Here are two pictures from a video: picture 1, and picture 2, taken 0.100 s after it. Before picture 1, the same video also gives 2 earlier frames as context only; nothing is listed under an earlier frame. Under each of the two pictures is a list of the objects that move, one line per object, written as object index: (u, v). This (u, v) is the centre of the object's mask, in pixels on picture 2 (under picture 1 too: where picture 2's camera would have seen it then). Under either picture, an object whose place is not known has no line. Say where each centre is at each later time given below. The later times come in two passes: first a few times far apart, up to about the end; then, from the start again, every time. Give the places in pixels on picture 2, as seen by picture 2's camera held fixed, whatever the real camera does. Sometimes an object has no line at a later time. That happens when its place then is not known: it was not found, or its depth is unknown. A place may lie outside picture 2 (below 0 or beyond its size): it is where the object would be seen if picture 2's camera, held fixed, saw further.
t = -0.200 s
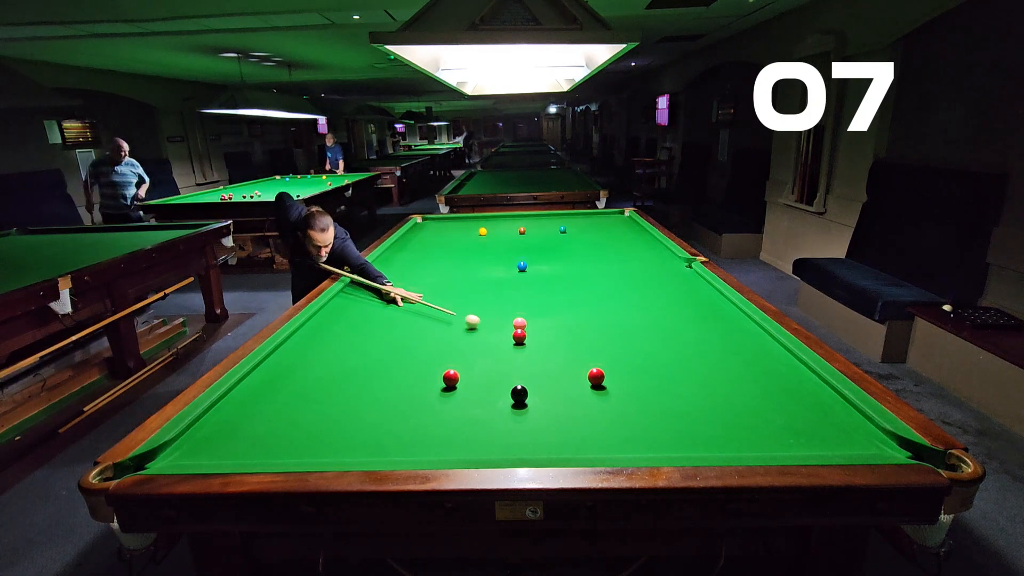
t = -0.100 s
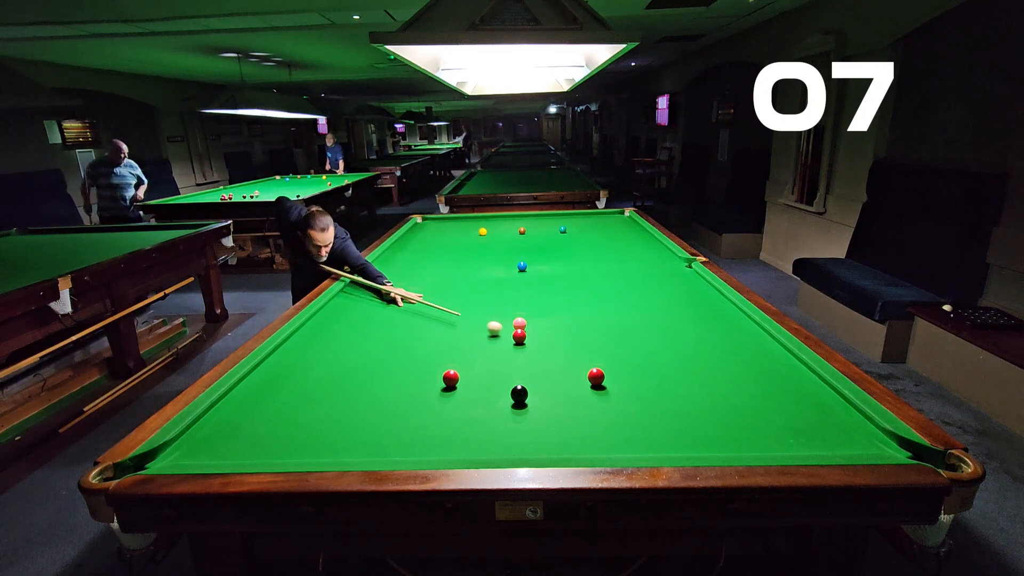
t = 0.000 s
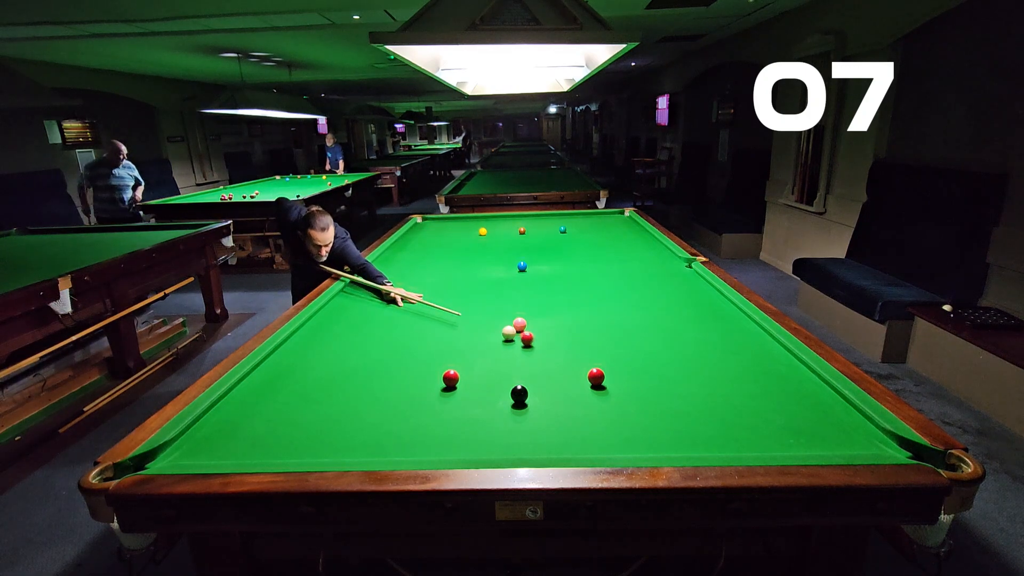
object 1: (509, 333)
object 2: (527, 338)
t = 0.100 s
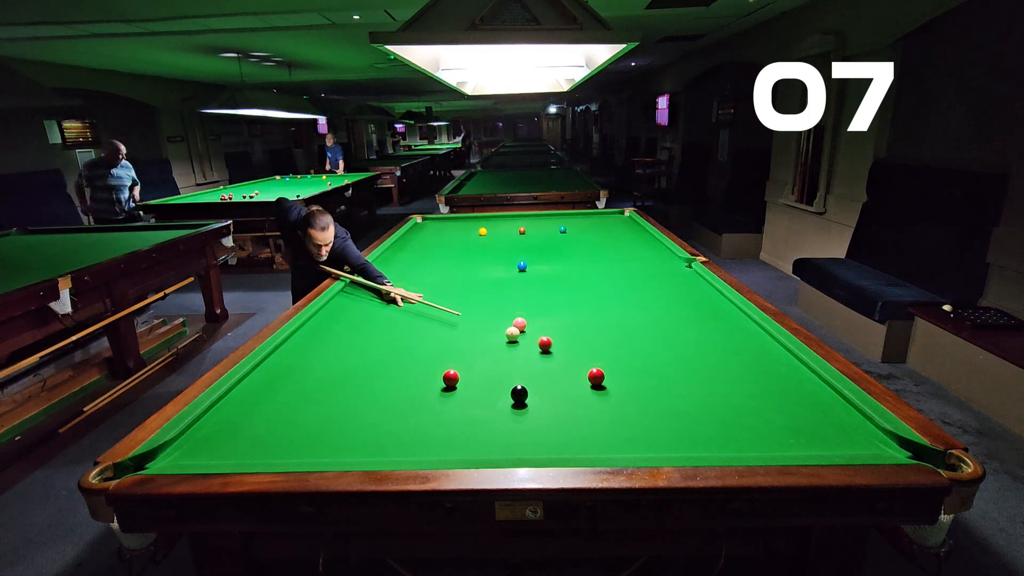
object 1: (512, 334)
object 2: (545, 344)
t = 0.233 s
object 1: (519, 336)
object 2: (567, 351)
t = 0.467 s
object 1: (530, 340)
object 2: (609, 363)
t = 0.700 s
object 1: (541, 343)
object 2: (654, 377)
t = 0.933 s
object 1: (551, 346)
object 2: (704, 392)
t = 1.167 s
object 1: (559, 348)
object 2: (758, 408)
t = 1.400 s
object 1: (567, 351)
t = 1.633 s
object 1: (573, 353)
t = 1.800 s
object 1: (577, 354)
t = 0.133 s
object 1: (514, 334)
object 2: (550, 346)
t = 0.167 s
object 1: (516, 335)
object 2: (556, 347)
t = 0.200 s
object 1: (517, 336)
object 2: (562, 349)
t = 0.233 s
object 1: (519, 336)
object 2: (567, 351)
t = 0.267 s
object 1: (521, 337)
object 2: (573, 352)
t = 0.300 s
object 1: (522, 337)
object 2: (579, 354)
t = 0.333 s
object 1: (524, 338)
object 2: (585, 356)
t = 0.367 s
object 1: (525, 338)
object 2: (590, 358)
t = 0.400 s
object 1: (527, 339)
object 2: (597, 359)
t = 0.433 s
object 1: (529, 339)
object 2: (603, 361)
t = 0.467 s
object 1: (530, 340)
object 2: (609, 363)
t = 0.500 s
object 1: (532, 340)
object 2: (615, 365)
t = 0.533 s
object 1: (533, 340)
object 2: (622, 367)
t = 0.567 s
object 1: (535, 341)
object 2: (628, 369)
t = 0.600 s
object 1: (536, 341)
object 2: (634, 371)
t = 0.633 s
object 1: (538, 342)
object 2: (641, 373)
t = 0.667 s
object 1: (539, 342)
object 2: (648, 375)
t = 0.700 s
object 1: (541, 343)
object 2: (654, 377)
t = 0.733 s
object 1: (542, 343)
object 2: (661, 379)
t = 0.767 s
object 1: (544, 344)
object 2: (668, 381)
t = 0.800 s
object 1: (545, 344)
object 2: (675, 383)
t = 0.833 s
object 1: (547, 344)
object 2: (682, 385)
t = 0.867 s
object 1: (548, 345)
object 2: (689, 388)
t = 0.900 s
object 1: (549, 345)
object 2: (696, 390)
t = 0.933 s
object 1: (551, 346)
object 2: (704, 392)
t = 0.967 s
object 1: (552, 346)
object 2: (711, 394)
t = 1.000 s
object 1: (553, 346)
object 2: (719, 396)
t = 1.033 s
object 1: (554, 347)
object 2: (726, 399)
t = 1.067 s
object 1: (556, 347)
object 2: (734, 401)
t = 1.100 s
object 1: (557, 348)
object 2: (742, 404)
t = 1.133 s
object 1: (558, 348)
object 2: (750, 406)
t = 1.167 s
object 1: (559, 348)
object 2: (758, 408)
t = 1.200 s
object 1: (561, 349)
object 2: (766, 411)
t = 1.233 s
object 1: (562, 349)
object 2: (774, 413)
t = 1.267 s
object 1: (563, 349)
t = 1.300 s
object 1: (564, 350)
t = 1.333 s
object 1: (565, 350)
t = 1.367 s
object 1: (566, 350)
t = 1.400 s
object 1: (567, 351)
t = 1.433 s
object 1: (568, 351)
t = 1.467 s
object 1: (569, 351)
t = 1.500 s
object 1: (570, 352)
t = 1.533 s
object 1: (571, 352)
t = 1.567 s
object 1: (572, 352)
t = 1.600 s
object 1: (573, 353)
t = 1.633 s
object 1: (573, 353)
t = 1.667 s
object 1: (574, 353)
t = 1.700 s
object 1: (575, 353)
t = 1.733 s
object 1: (576, 353)
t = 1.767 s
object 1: (577, 354)
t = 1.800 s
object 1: (577, 354)
